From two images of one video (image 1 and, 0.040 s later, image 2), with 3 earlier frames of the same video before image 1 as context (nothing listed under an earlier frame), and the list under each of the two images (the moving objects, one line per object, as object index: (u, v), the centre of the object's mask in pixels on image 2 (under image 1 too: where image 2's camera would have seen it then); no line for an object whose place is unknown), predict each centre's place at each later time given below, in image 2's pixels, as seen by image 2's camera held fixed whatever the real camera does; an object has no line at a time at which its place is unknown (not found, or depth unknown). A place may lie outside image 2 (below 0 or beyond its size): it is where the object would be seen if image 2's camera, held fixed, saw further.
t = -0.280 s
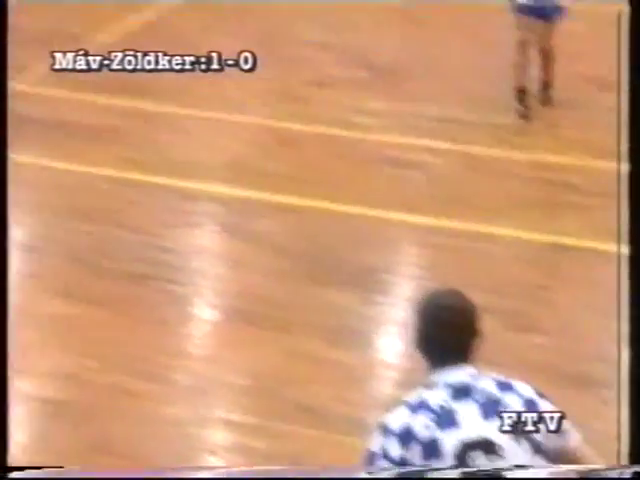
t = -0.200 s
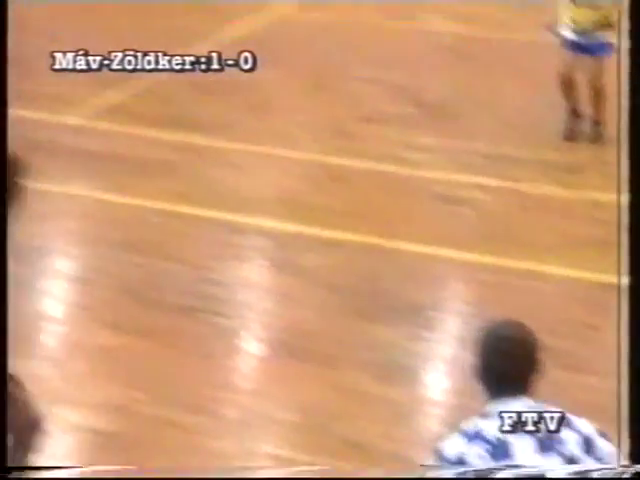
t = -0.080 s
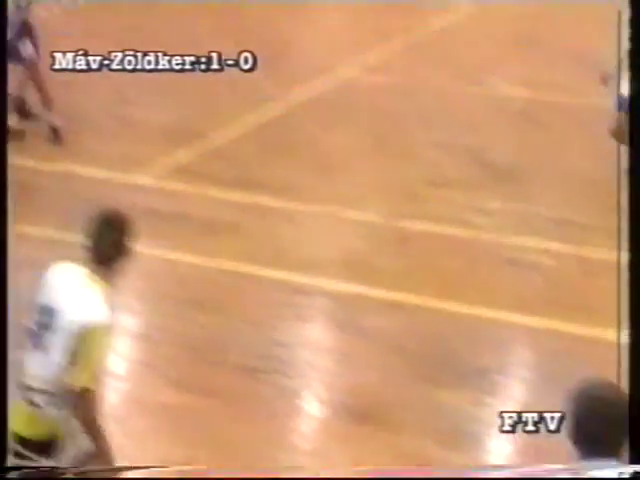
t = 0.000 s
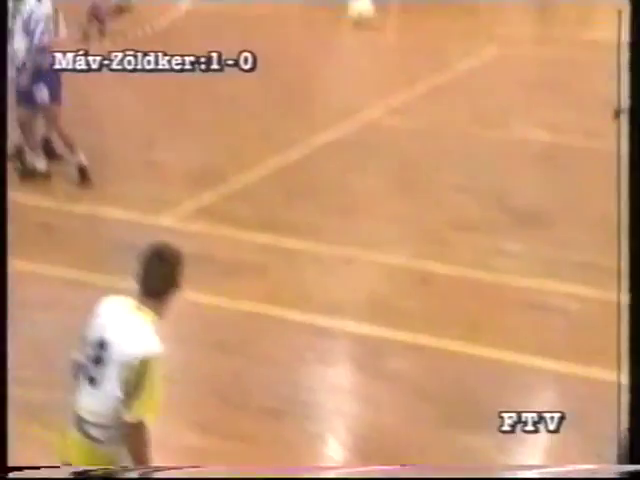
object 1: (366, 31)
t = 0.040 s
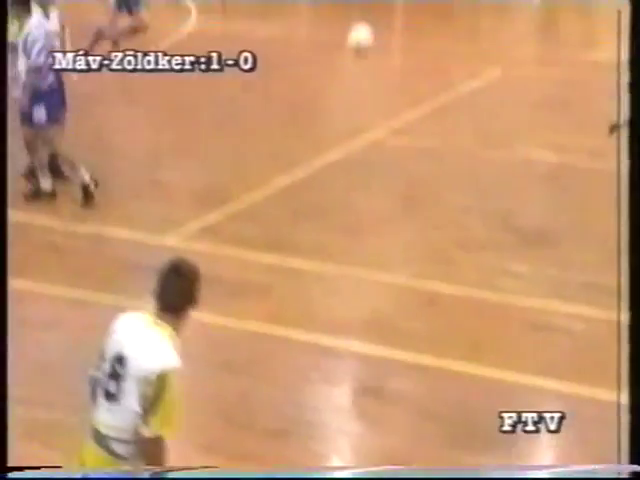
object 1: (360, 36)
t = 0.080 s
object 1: (356, 46)
